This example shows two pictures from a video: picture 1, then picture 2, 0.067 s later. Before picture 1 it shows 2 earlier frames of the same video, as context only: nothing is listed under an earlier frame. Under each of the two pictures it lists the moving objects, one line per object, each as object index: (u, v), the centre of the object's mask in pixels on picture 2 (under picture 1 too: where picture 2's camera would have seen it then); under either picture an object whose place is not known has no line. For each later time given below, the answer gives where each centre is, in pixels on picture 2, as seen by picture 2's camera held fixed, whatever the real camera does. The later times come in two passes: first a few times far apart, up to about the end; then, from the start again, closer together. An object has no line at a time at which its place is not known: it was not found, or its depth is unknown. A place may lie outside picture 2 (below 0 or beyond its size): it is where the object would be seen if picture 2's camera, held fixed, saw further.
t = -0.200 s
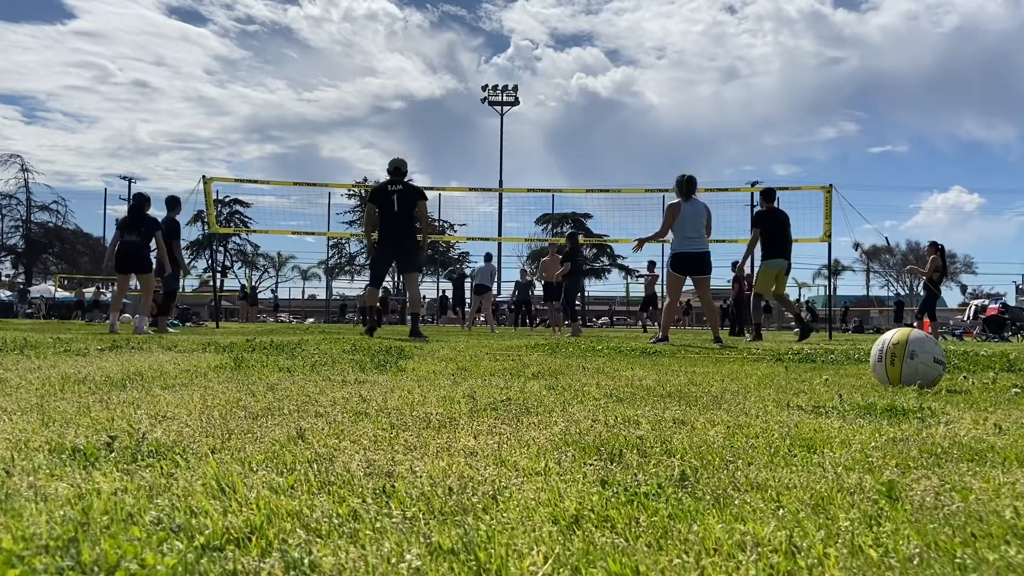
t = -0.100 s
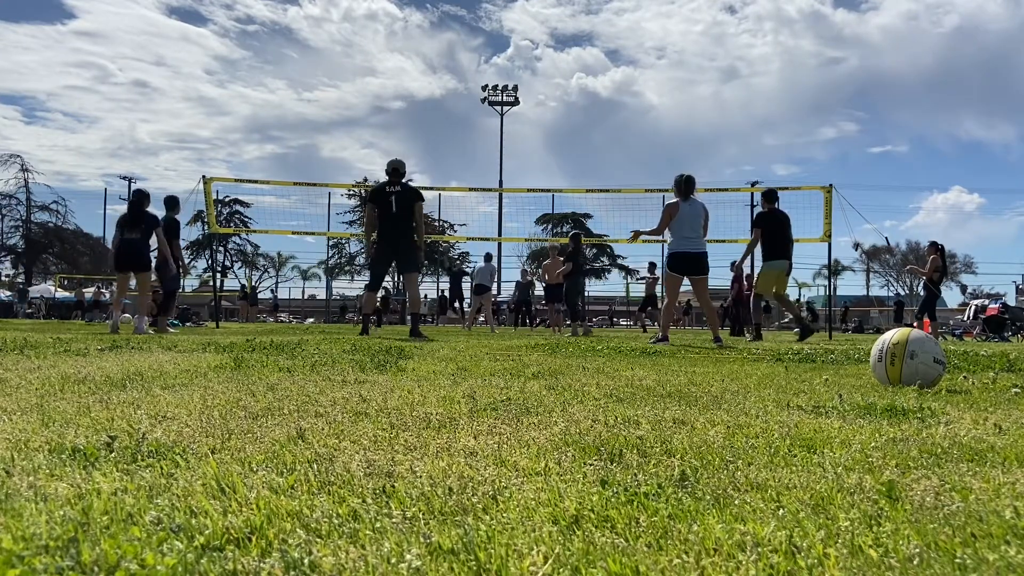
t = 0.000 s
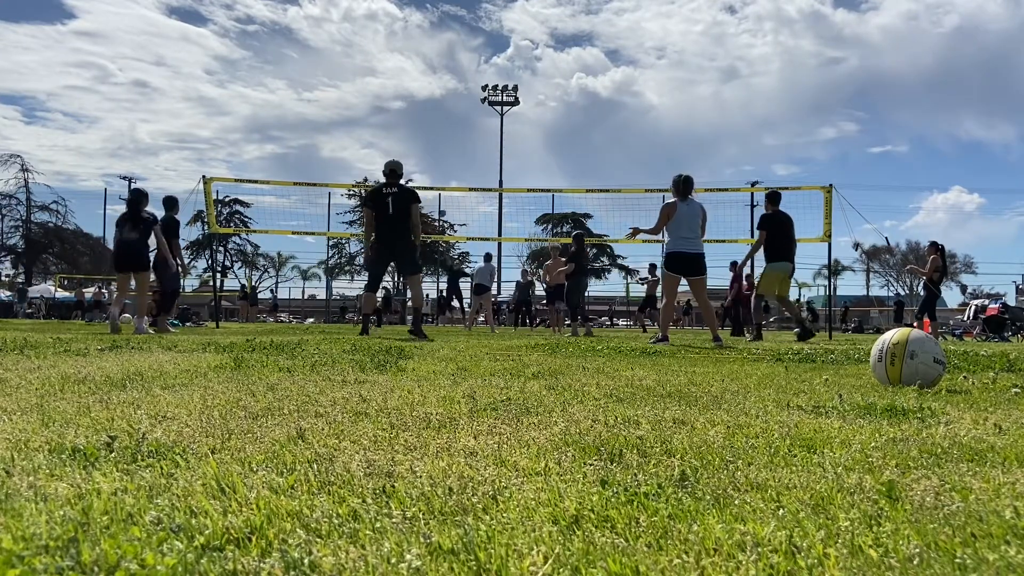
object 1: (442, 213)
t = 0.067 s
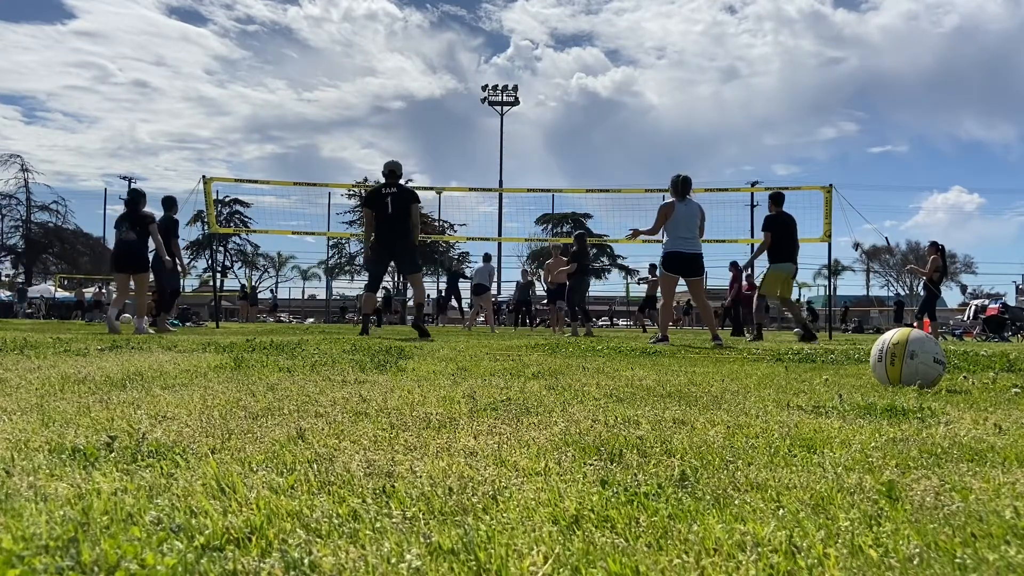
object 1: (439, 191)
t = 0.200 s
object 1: (432, 148)
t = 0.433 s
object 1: (420, 87)
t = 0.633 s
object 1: (408, 49)
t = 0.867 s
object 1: (393, 22)
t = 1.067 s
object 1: (378, 18)
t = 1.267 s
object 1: (360, 34)
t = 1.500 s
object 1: (336, 84)
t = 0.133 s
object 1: (436, 169)
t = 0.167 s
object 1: (434, 158)
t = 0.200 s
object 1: (432, 148)
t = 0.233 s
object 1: (431, 139)
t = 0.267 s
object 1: (429, 129)
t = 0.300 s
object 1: (427, 120)
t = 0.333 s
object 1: (426, 112)
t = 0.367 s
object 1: (424, 103)
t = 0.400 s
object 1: (422, 95)
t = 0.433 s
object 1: (420, 87)
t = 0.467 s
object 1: (418, 80)
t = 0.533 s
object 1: (414, 66)
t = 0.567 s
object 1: (412, 60)
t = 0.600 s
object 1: (410, 54)
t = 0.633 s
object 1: (408, 49)
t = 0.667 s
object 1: (406, 44)
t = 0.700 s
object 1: (404, 39)
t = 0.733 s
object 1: (402, 35)
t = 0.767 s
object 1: (399, 31)
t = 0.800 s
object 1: (397, 28)
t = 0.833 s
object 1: (395, 25)
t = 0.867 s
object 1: (393, 22)
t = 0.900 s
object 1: (390, 21)
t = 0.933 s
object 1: (388, 19)
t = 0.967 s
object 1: (385, 18)
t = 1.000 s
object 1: (383, 17)
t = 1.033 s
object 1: (380, 17)
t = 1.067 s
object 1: (378, 18)
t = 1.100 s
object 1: (375, 19)
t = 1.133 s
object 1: (372, 20)
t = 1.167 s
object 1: (369, 23)
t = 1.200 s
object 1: (366, 26)
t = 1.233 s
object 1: (363, 29)
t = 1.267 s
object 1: (360, 34)
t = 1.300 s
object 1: (357, 39)
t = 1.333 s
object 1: (354, 44)
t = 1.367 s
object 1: (350, 51)
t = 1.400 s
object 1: (347, 58)
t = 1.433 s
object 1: (344, 65)
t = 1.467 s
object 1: (340, 74)
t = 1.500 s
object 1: (336, 84)
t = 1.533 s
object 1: (333, 94)
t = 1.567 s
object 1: (329, 105)
